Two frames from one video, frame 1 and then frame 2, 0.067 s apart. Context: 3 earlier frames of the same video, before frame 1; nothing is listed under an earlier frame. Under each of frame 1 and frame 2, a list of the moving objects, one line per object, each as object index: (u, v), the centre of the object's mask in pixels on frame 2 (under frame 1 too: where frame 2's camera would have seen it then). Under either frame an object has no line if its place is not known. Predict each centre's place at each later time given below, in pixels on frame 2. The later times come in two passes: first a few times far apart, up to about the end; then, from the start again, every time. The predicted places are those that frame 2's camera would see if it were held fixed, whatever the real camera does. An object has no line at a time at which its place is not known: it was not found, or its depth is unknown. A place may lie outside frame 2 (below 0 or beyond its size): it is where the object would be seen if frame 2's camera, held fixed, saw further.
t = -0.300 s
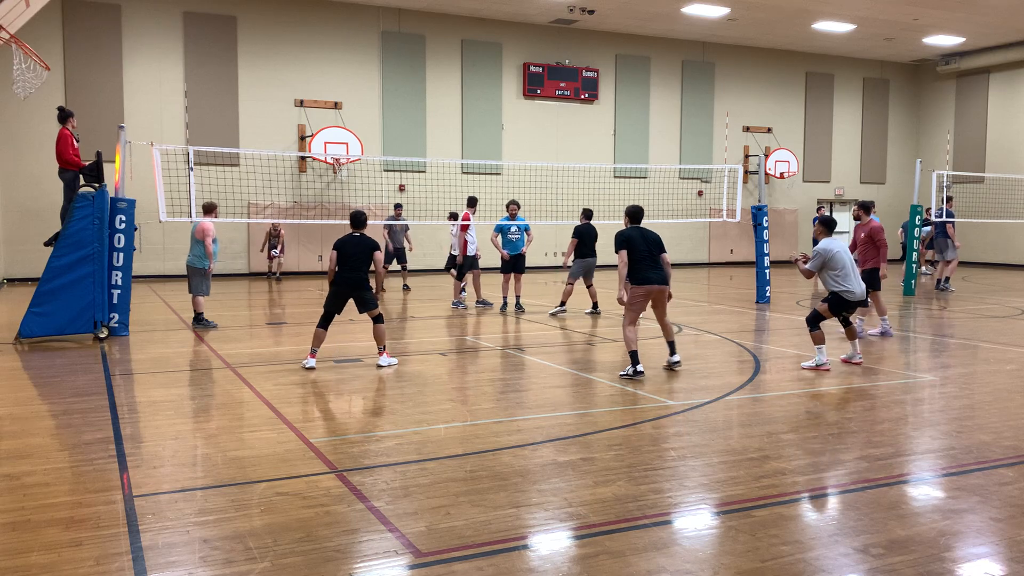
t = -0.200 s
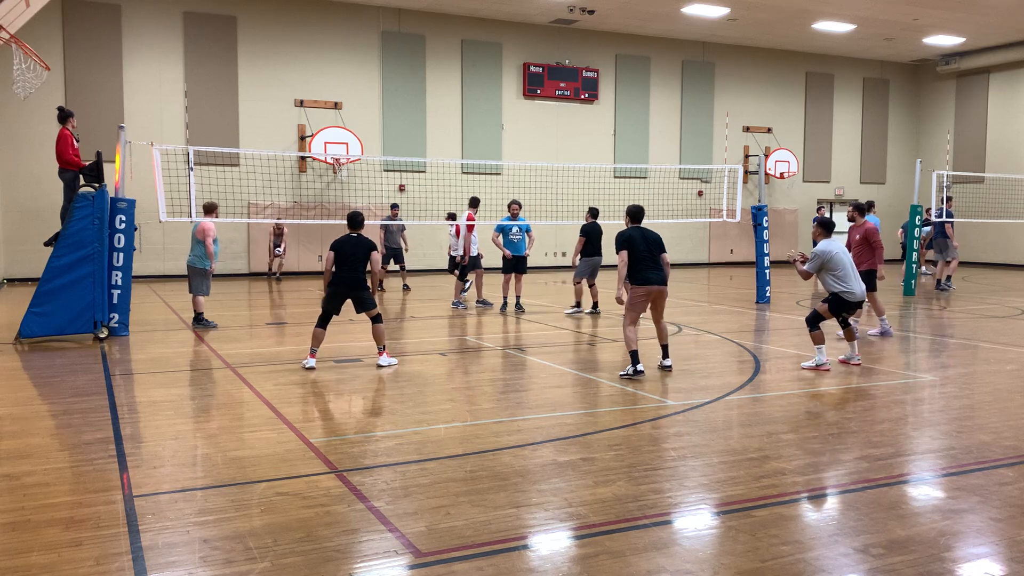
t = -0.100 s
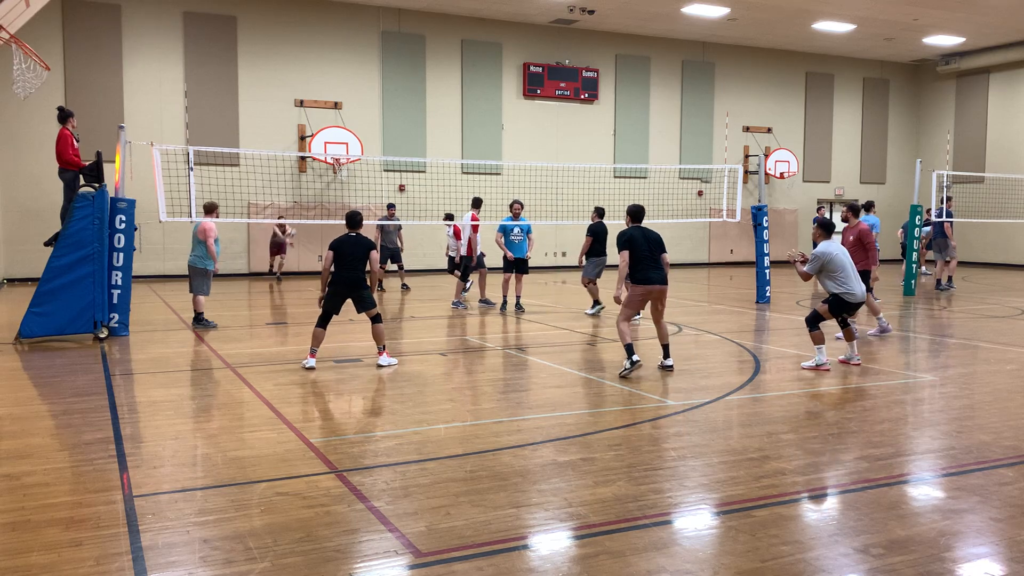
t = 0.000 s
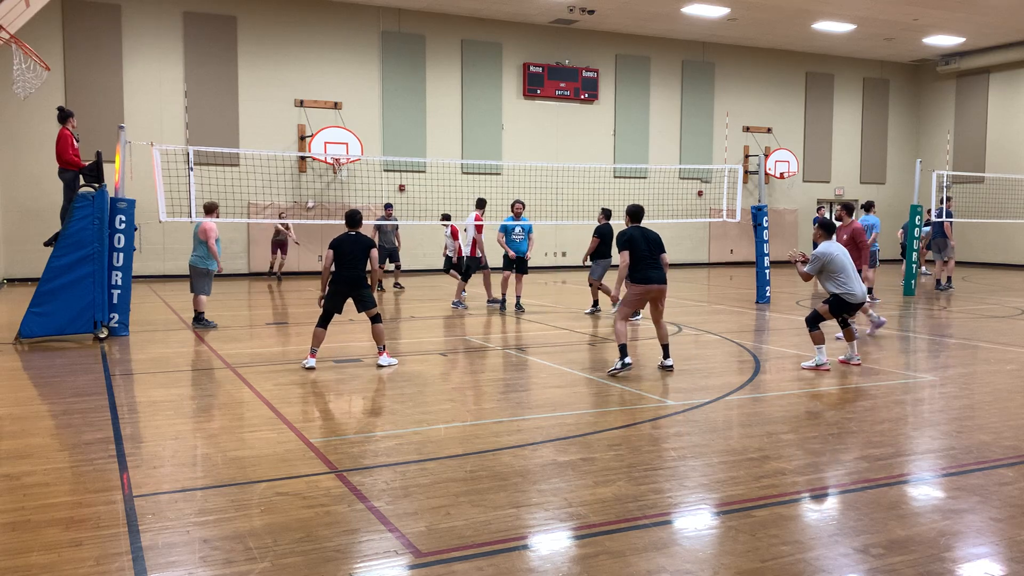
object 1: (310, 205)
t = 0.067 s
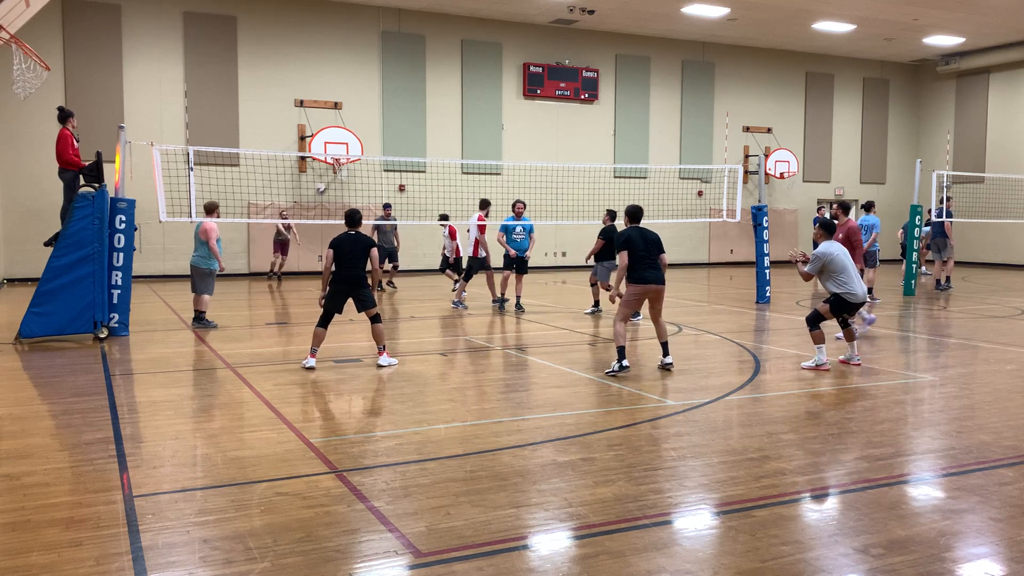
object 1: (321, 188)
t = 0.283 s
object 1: (367, 147)
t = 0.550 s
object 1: (434, 123)
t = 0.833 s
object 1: (519, 137)
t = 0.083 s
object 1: (325, 184)
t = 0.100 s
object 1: (328, 182)
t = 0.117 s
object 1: (331, 178)
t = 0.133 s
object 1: (334, 174)
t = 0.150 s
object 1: (338, 171)
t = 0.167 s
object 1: (341, 168)
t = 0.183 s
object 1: (345, 166)
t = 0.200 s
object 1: (349, 162)
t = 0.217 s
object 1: (353, 160)
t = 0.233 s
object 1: (356, 152)
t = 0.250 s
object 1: (360, 151)
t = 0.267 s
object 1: (364, 150)
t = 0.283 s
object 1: (367, 147)
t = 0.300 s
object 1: (371, 145)
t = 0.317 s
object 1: (375, 142)
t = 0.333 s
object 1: (379, 139)
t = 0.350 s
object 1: (383, 137)
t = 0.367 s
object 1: (387, 135)
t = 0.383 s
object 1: (390, 134)
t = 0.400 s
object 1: (395, 132)
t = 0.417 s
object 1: (399, 130)
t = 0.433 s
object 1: (403, 128)
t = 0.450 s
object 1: (407, 127)
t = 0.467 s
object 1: (412, 126)
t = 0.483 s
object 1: (416, 125)
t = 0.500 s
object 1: (420, 124)
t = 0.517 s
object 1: (425, 124)
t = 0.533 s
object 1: (429, 123)
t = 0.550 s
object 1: (434, 123)
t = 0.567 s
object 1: (439, 122)
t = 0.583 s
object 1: (444, 122)
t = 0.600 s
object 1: (448, 122)
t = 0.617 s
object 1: (453, 122)
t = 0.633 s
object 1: (458, 122)
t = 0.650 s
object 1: (463, 123)
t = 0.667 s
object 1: (467, 123)
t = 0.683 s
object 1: (472, 123)
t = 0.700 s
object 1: (477, 124)
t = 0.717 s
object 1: (482, 125)
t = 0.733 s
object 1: (488, 127)
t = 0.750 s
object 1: (493, 128)
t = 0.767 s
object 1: (498, 129)
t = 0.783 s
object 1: (503, 131)
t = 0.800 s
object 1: (508, 133)
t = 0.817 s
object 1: (514, 135)
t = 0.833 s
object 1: (519, 137)
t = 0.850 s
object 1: (525, 140)
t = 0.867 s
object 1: (530, 142)
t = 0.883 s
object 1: (536, 145)
